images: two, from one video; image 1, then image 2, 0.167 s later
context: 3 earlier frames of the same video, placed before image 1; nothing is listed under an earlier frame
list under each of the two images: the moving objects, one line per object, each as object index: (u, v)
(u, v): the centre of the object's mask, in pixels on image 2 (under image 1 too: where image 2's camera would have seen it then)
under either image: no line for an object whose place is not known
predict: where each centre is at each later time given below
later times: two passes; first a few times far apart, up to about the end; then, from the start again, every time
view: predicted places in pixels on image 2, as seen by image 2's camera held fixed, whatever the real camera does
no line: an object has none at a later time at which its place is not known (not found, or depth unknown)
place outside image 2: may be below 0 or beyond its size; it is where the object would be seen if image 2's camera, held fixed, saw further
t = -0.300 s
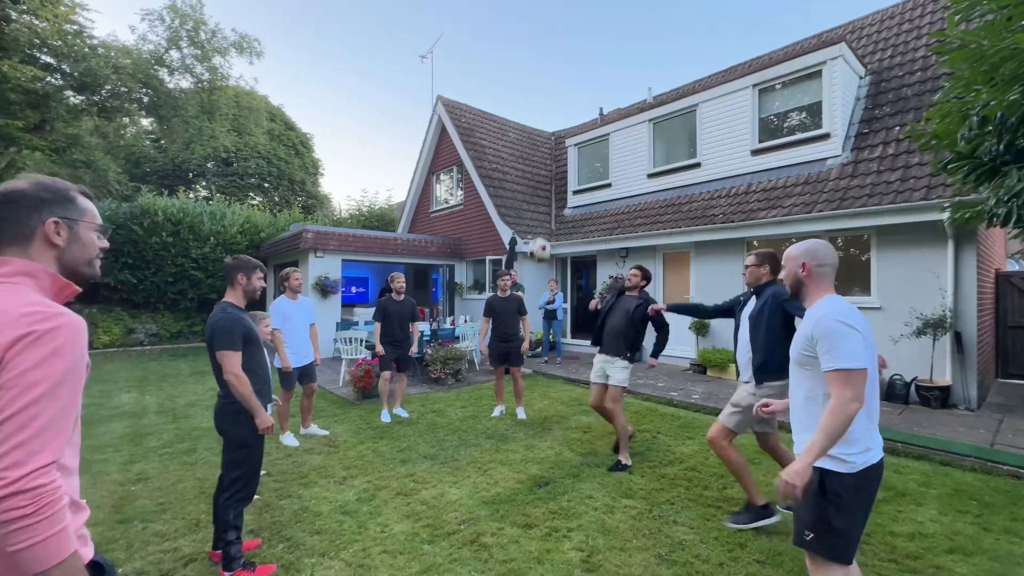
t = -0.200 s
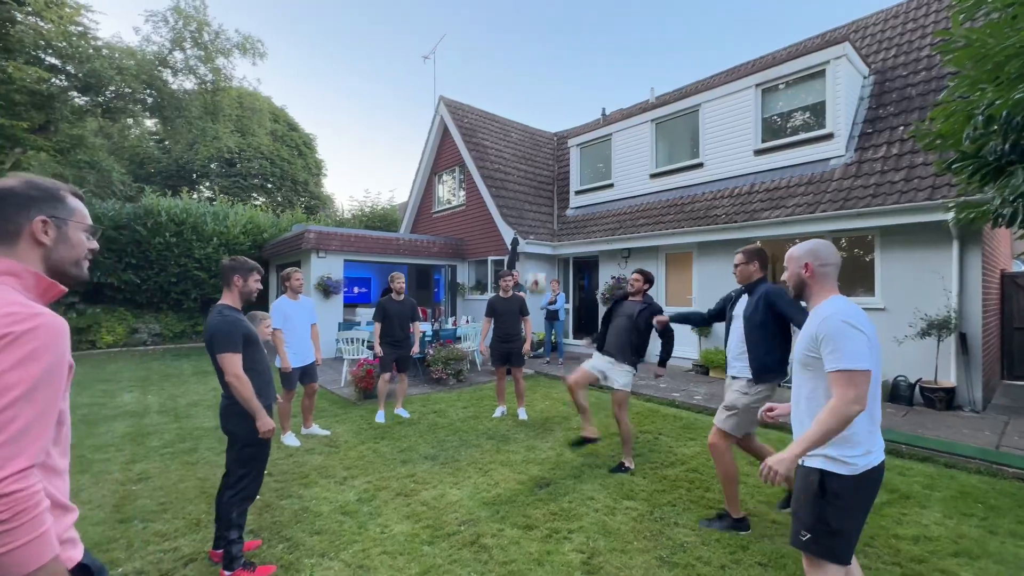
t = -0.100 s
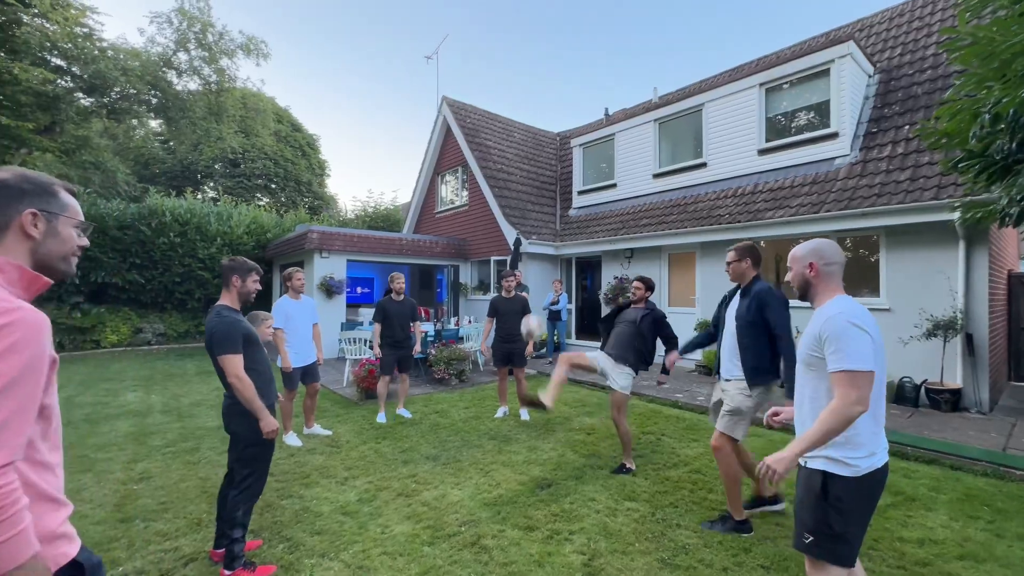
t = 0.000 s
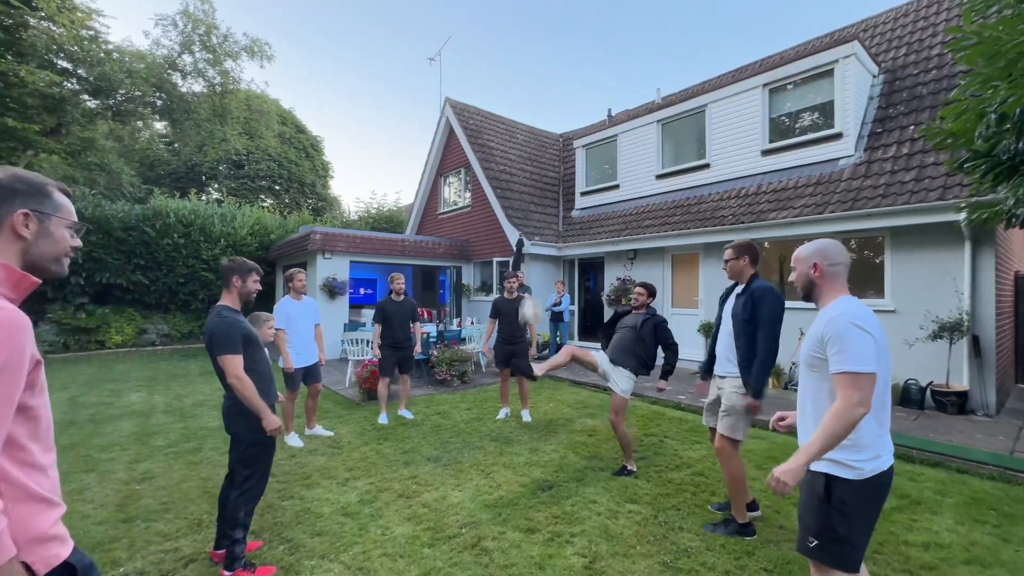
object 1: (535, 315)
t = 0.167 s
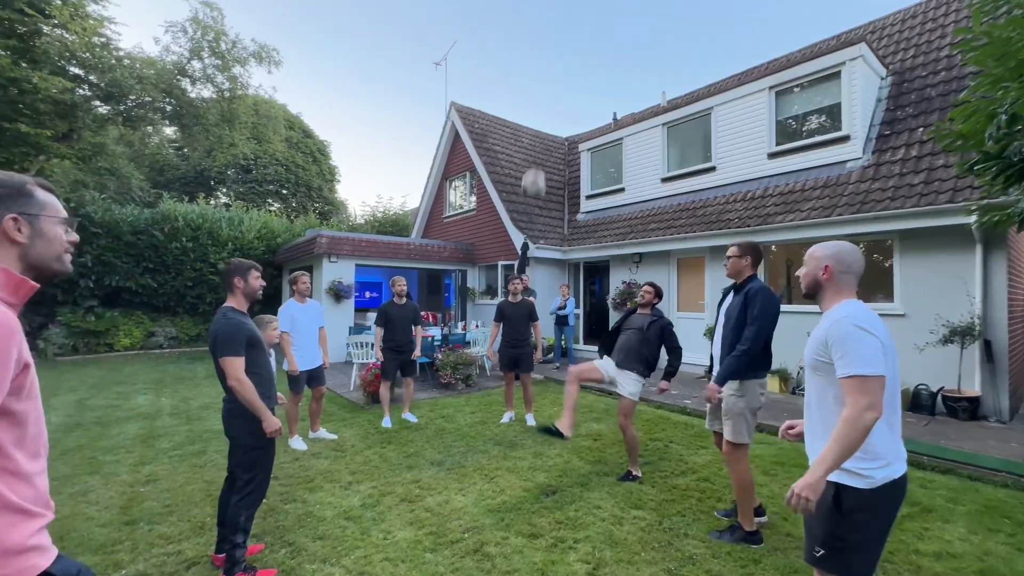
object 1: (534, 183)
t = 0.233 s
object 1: (533, 143)
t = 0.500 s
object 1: (530, 43)
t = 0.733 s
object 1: (529, 29)
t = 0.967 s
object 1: (527, 72)
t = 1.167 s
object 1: (526, 148)
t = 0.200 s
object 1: (533, 162)
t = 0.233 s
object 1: (533, 143)
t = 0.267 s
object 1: (533, 125)
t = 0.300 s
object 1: (532, 108)
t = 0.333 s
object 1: (532, 94)
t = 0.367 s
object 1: (531, 80)
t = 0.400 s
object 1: (531, 69)
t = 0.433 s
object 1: (531, 59)
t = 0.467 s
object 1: (530, 50)
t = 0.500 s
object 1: (530, 43)
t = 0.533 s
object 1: (530, 37)
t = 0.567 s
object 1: (530, 33)
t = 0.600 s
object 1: (529, 30)
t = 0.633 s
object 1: (529, 28)
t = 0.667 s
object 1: (529, 27)
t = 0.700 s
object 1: (529, 28)
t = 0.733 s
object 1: (529, 29)
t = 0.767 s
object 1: (528, 32)
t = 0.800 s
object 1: (528, 36)
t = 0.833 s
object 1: (528, 41)
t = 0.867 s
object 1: (528, 47)
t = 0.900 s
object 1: (528, 55)
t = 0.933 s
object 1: (528, 63)
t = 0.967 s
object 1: (527, 72)
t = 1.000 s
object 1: (527, 83)
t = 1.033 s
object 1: (527, 94)
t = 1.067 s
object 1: (527, 106)
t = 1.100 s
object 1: (527, 120)
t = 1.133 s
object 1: (527, 134)
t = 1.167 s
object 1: (526, 148)
